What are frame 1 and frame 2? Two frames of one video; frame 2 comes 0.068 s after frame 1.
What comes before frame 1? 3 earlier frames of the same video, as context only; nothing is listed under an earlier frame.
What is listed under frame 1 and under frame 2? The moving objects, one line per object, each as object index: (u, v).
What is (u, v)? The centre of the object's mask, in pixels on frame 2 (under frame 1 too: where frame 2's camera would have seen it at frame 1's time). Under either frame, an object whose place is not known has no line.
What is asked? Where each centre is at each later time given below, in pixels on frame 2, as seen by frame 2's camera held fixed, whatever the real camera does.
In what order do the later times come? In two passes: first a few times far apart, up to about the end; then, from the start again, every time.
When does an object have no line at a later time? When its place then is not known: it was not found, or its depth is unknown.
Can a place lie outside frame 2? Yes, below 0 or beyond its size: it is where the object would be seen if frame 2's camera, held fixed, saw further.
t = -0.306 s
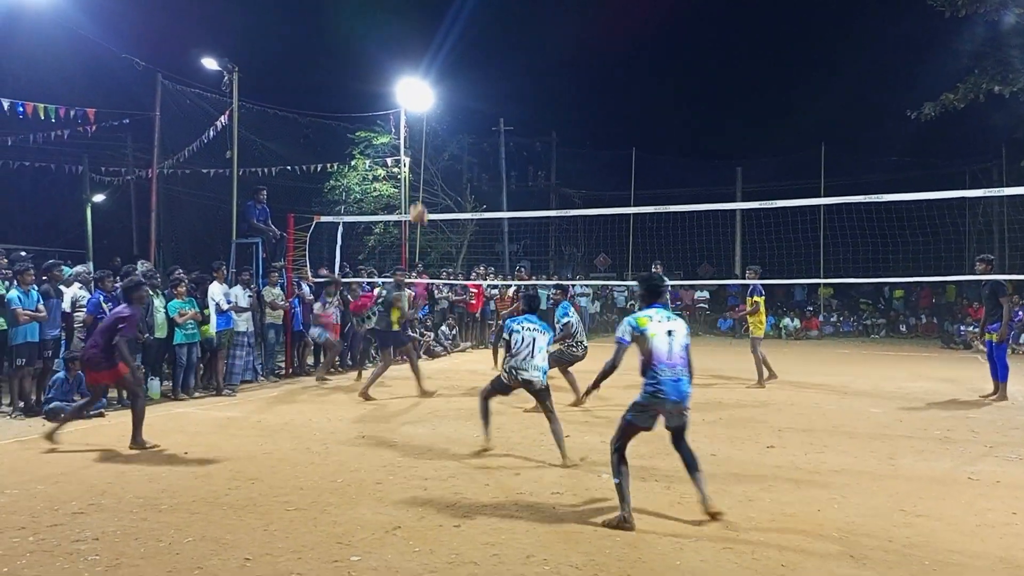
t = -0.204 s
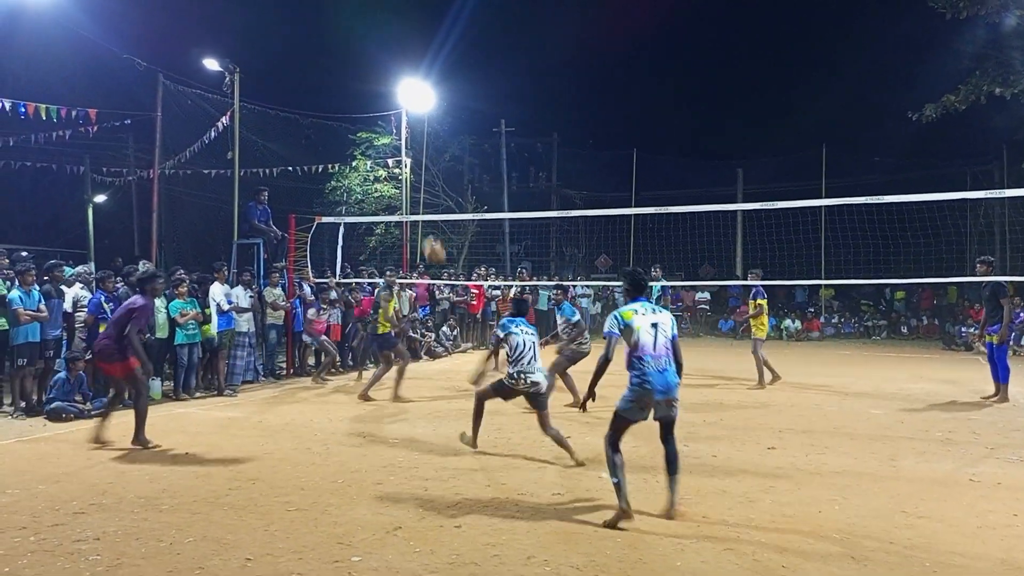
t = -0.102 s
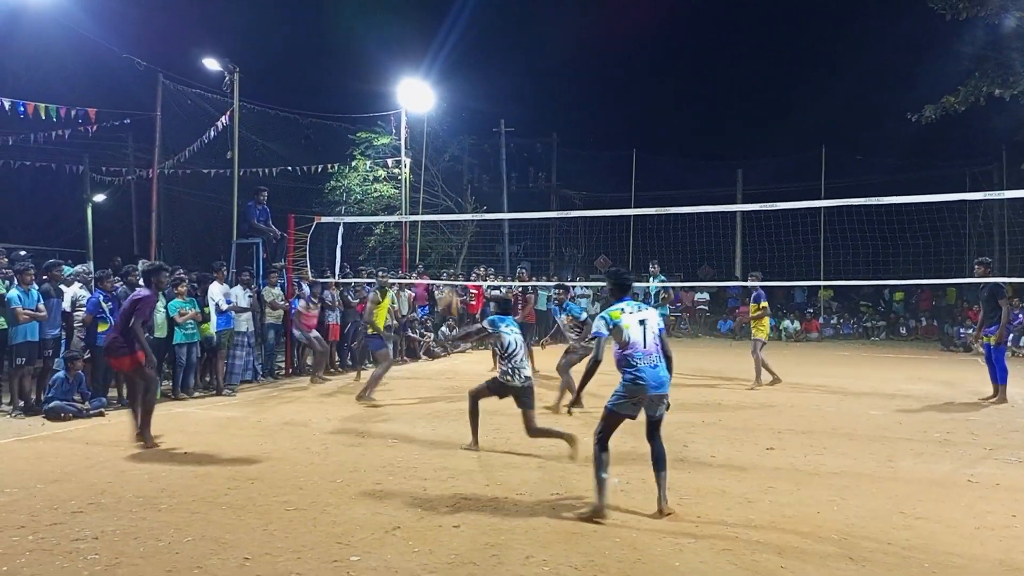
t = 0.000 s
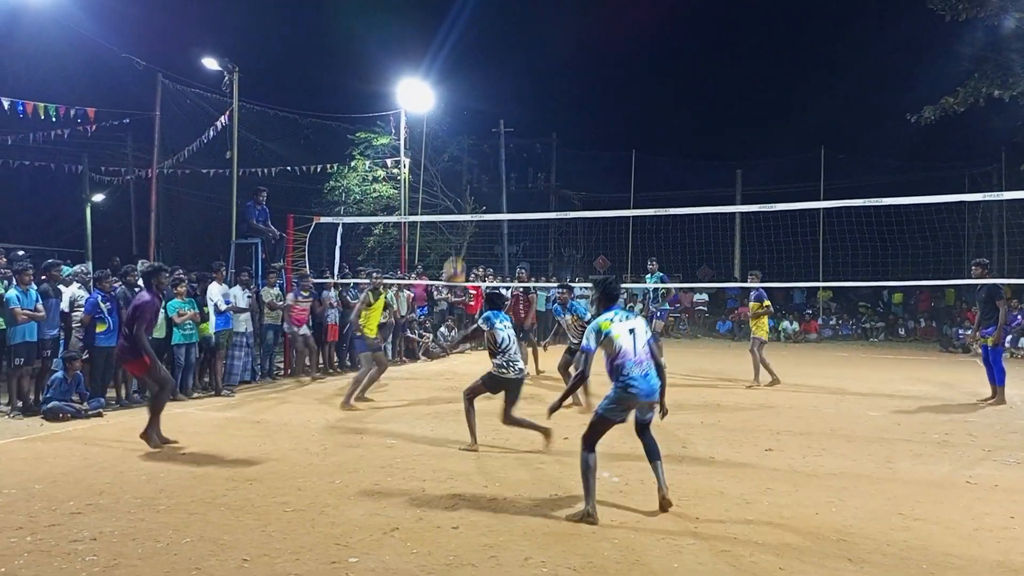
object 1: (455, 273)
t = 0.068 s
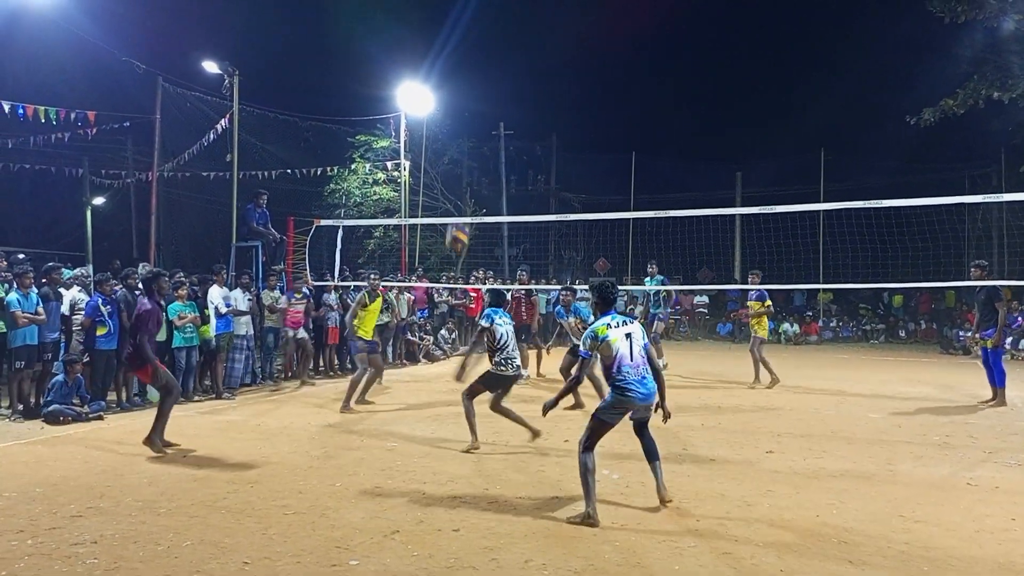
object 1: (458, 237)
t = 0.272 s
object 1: (466, 145)
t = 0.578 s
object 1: (479, 91)
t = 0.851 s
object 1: (491, 120)
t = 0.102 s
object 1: (460, 217)
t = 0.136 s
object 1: (461, 201)
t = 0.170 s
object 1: (462, 184)
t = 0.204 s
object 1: (463, 170)
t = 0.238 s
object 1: (465, 158)
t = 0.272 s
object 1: (466, 145)
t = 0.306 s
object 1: (468, 134)
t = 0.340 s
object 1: (469, 125)
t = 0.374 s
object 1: (471, 117)
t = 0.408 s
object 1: (472, 109)
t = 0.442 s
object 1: (474, 104)
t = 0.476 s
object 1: (475, 99)
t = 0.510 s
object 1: (476, 95)
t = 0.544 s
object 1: (478, 93)
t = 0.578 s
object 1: (479, 91)
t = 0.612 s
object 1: (481, 91)
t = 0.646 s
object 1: (482, 92)
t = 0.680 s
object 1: (484, 94)
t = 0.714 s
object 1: (485, 97)
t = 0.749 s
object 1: (486, 101)
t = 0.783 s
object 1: (488, 106)
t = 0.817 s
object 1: (489, 112)
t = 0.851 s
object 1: (491, 120)
